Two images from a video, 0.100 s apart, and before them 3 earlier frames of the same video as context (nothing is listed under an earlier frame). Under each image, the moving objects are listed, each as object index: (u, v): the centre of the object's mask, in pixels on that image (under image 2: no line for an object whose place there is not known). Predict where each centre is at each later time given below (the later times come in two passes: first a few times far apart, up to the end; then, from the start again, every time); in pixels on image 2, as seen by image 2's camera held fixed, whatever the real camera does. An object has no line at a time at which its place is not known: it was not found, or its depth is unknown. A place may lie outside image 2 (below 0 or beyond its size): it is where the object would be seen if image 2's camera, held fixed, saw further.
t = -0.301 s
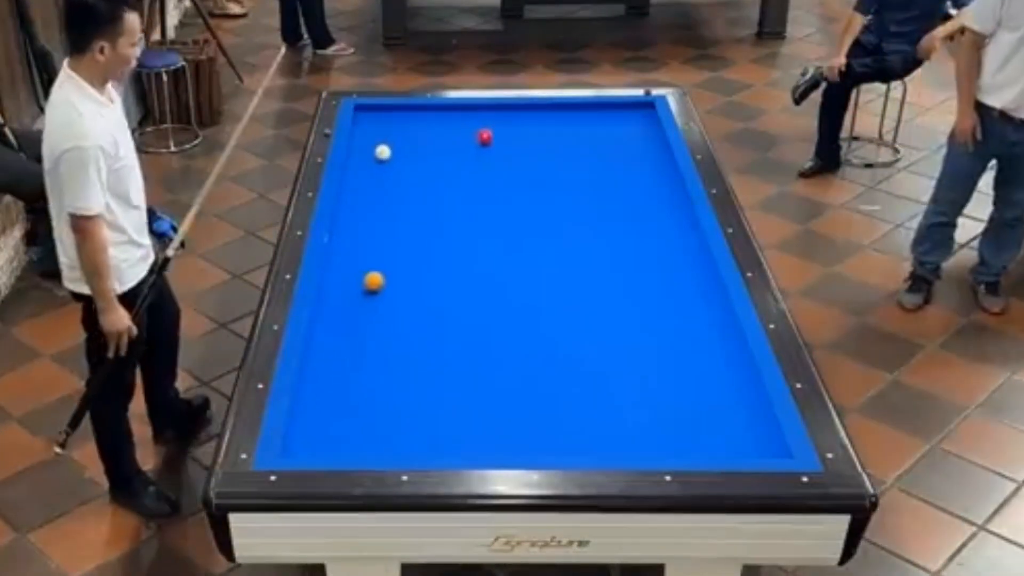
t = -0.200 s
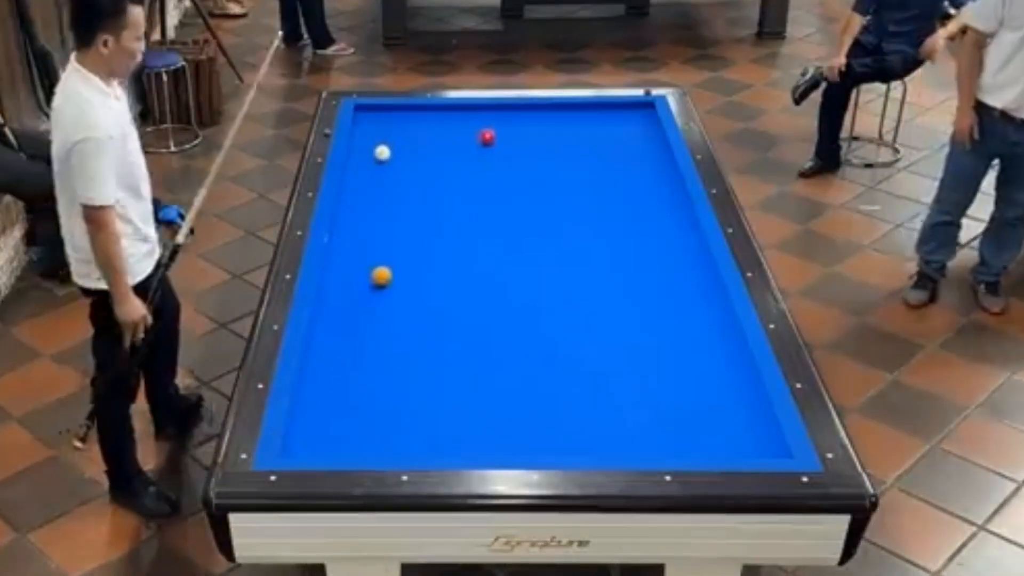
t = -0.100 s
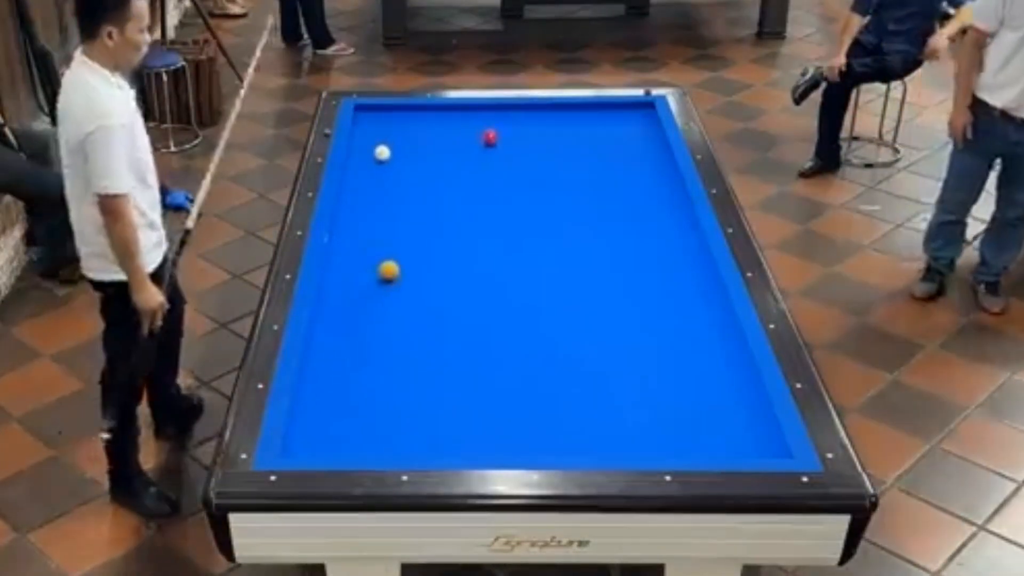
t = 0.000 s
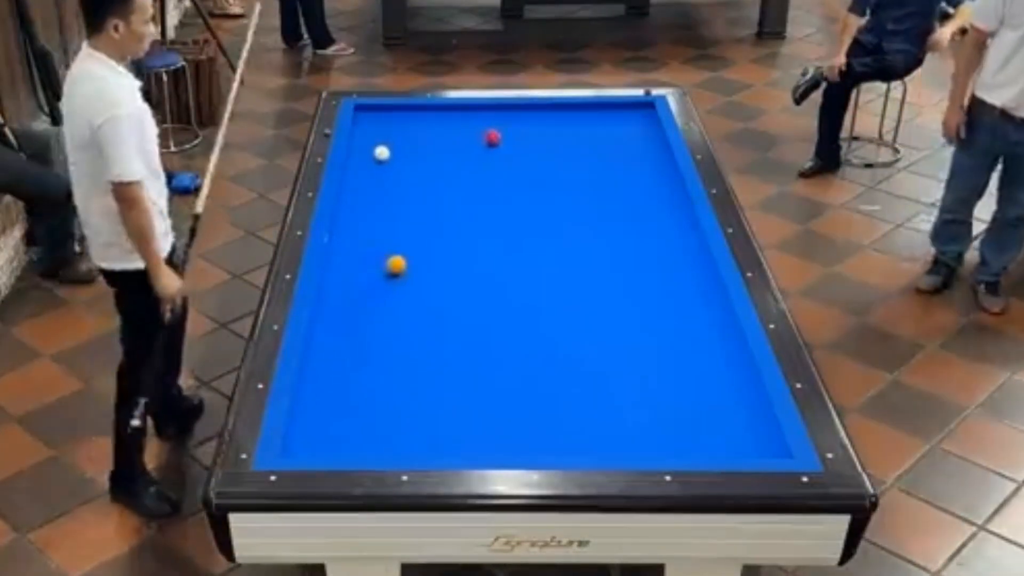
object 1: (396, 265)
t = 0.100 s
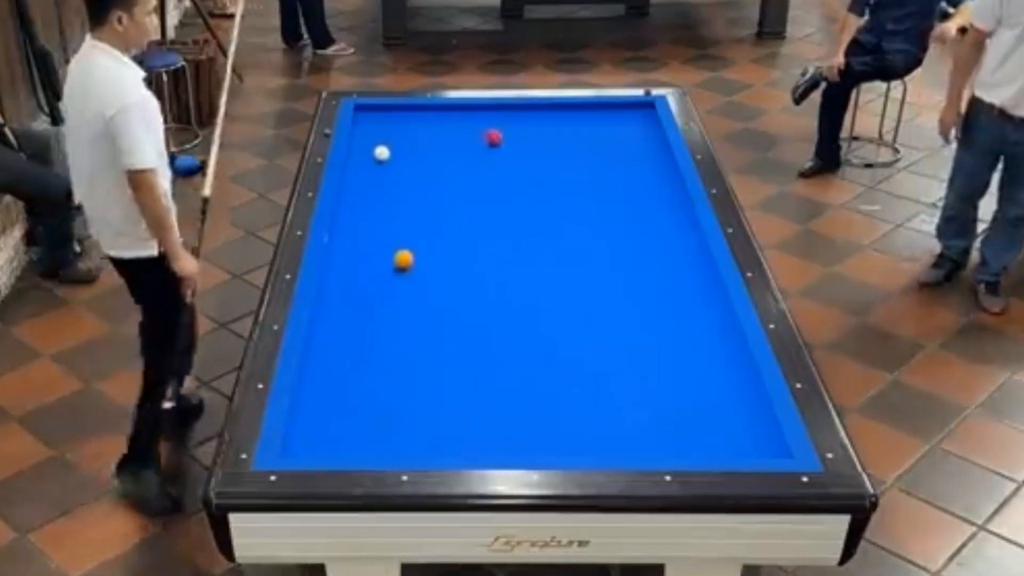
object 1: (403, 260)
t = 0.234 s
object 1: (412, 252)
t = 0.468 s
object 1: (427, 241)
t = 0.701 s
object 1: (442, 230)
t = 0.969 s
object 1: (457, 219)
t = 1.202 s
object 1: (469, 210)
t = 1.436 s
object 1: (481, 200)
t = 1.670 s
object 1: (492, 192)
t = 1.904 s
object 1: (502, 184)
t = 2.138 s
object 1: (512, 176)
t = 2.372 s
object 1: (521, 169)
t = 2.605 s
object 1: (530, 163)
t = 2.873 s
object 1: (539, 156)
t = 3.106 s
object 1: (546, 150)
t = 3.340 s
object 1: (553, 145)
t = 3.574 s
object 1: (559, 139)
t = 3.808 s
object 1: (566, 134)
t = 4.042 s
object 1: (572, 130)
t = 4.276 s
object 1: (577, 125)
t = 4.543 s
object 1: (583, 121)
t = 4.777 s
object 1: (588, 117)
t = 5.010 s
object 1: (592, 114)
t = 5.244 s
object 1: (596, 110)
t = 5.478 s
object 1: (599, 107)
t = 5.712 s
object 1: (603, 106)
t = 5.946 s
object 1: (606, 107)
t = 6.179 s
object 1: (608, 108)
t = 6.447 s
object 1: (611, 109)
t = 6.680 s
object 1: (612, 110)
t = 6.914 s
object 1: (613, 110)
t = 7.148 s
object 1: (614, 110)
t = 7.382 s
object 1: (615, 111)
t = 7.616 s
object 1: (615, 111)
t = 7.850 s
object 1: (615, 111)
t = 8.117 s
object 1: (615, 111)
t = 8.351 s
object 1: (615, 111)
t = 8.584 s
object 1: (615, 111)
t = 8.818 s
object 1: (615, 111)
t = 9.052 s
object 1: (615, 111)
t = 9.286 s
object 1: (615, 111)
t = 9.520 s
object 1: (615, 111)
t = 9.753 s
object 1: (615, 111)
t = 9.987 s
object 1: (615, 111)
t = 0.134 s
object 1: (405, 258)
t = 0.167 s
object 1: (408, 256)
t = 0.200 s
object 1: (410, 254)
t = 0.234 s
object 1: (412, 252)
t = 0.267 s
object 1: (414, 251)
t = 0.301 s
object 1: (416, 249)
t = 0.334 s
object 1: (418, 248)
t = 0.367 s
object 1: (420, 246)
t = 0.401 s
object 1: (423, 244)
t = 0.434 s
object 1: (425, 243)
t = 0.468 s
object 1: (427, 241)
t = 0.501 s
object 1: (429, 240)
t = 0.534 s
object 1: (431, 238)
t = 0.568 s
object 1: (434, 236)
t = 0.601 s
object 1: (435, 235)
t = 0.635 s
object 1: (438, 233)
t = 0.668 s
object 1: (440, 232)
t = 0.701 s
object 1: (442, 230)
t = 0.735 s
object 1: (444, 229)
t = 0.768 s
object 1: (445, 227)
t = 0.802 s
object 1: (447, 226)
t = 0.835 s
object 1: (449, 224)
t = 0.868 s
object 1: (452, 223)
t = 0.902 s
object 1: (453, 221)
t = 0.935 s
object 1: (455, 220)
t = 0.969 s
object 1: (457, 219)
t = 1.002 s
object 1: (459, 217)
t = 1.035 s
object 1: (461, 216)
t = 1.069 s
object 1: (462, 215)
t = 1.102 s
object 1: (464, 213)
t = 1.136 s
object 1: (466, 212)
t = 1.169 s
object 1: (468, 211)
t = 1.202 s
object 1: (469, 210)
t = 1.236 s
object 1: (471, 208)
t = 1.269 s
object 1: (473, 207)
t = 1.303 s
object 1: (474, 206)
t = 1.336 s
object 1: (476, 204)
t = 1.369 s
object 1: (478, 203)
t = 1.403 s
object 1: (479, 202)
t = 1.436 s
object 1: (481, 200)
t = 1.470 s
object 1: (483, 199)
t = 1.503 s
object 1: (484, 198)
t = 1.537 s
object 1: (486, 197)
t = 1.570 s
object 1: (487, 196)
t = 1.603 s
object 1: (489, 195)
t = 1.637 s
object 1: (491, 193)
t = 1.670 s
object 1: (492, 192)
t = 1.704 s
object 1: (494, 191)
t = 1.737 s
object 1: (495, 190)
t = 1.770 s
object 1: (497, 189)
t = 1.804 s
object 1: (498, 187)
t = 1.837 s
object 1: (500, 186)
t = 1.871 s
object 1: (501, 185)
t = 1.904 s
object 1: (502, 184)
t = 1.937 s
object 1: (504, 183)
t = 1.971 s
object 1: (505, 181)
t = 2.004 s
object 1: (507, 181)
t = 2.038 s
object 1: (508, 180)
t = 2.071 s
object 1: (509, 179)
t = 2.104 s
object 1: (511, 177)
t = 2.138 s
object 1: (512, 176)
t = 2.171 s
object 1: (513, 176)
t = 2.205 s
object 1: (515, 174)
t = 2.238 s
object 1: (516, 173)
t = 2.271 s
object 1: (517, 172)
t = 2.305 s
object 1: (519, 171)
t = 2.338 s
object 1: (519, 170)
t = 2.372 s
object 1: (521, 169)
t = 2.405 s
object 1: (522, 169)
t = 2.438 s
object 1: (523, 168)
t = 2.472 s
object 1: (525, 166)
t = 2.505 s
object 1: (526, 165)
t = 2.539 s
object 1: (527, 165)
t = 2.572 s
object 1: (528, 164)
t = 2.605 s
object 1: (530, 163)
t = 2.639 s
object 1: (530, 162)
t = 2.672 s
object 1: (532, 161)
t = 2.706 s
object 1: (533, 160)
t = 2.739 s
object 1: (534, 159)
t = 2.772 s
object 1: (535, 159)
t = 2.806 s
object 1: (537, 157)
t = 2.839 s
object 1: (538, 156)
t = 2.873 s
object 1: (539, 156)
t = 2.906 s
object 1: (540, 155)
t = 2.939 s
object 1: (541, 154)
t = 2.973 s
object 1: (542, 153)
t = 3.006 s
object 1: (543, 153)
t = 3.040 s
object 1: (544, 152)
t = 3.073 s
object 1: (545, 151)
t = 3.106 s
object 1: (546, 150)
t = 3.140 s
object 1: (547, 149)
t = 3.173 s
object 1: (548, 148)
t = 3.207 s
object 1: (549, 147)
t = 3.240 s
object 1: (550, 147)
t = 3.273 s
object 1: (551, 146)
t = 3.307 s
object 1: (552, 145)
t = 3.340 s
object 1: (553, 145)
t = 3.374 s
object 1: (554, 144)
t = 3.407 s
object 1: (555, 143)
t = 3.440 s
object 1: (556, 142)
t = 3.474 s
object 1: (557, 141)
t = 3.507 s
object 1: (558, 140)
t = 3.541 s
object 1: (558, 140)
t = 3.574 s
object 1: (559, 139)
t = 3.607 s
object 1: (560, 138)
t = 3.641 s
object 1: (562, 137)
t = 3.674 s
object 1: (562, 137)
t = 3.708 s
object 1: (563, 136)
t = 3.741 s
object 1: (563, 136)
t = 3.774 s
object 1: (565, 135)
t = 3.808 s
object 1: (566, 134)
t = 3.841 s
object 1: (566, 133)
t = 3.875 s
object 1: (567, 133)
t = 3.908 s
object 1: (568, 132)
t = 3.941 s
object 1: (569, 132)
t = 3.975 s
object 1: (570, 131)
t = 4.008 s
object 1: (571, 130)
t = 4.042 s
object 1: (572, 130)
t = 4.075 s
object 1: (572, 129)
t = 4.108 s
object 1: (573, 128)
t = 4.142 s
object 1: (574, 128)
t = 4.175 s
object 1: (575, 127)
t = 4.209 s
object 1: (575, 126)
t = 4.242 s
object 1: (576, 126)
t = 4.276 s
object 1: (577, 125)
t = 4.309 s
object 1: (578, 124)
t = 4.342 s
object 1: (579, 124)
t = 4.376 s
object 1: (579, 123)
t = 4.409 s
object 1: (580, 123)
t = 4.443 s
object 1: (581, 122)
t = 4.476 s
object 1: (581, 122)
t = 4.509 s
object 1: (582, 121)
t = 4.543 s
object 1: (583, 121)
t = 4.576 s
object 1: (583, 120)
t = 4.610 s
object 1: (584, 119)
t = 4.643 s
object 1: (585, 119)
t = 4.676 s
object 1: (586, 118)
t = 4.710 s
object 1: (586, 118)
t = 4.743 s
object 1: (587, 117)
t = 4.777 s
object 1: (588, 117)
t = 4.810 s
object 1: (588, 116)
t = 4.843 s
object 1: (589, 116)
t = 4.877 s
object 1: (589, 116)
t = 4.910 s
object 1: (590, 115)
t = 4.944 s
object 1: (590, 115)
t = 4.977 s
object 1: (591, 114)
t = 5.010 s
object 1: (592, 114)
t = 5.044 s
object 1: (593, 113)
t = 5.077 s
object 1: (593, 113)
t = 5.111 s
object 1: (594, 112)
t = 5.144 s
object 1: (594, 112)
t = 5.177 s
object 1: (595, 111)
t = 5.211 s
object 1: (596, 110)
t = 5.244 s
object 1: (596, 110)
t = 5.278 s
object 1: (597, 109)
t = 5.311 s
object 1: (597, 109)
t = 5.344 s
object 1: (598, 109)
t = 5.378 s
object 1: (598, 108)
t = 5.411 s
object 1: (599, 108)
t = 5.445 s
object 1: (599, 107)
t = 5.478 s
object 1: (599, 107)
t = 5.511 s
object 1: (600, 107)
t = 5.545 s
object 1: (600, 106)
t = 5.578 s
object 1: (601, 106)
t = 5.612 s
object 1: (601, 106)
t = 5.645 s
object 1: (602, 106)
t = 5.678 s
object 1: (603, 106)
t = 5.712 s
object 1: (603, 106)
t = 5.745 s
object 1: (603, 106)
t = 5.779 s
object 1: (603, 106)
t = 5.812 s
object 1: (604, 106)
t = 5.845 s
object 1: (604, 106)
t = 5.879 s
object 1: (605, 106)
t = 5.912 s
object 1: (605, 106)
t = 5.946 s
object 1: (606, 107)
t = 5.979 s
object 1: (606, 107)
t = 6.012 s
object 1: (607, 107)
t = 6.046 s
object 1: (607, 107)
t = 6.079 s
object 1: (607, 107)
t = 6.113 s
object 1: (608, 107)
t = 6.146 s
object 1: (608, 107)
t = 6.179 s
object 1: (608, 108)
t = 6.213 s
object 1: (609, 108)
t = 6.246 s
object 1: (609, 108)
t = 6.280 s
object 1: (609, 108)
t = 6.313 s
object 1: (609, 108)
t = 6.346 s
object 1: (610, 109)
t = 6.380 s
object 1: (610, 109)
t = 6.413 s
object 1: (610, 109)
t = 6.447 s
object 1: (611, 109)
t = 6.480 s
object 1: (611, 109)
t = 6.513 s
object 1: (611, 109)
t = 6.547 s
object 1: (611, 110)
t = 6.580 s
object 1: (612, 110)
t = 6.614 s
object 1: (612, 110)
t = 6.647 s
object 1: (612, 110)
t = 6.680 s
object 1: (612, 110)
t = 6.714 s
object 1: (613, 110)
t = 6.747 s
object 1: (613, 110)
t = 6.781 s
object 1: (613, 110)
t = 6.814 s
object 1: (613, 110)
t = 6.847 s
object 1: (613, 110)
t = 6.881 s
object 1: (613, 110)
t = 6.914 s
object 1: (613, 110)
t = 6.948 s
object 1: (613, 110)
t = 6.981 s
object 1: (614, 110)
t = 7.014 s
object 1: (614, 110)
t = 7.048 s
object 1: (614, 110)
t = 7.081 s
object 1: (614, 110)
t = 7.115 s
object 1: (614, 110)
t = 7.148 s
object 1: (614, 110)
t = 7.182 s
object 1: (614, 111)
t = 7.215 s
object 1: (615, 111)
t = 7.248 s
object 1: (615, 111)
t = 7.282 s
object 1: (615, 111)
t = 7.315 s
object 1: (615, 111)
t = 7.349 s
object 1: (615, 111)
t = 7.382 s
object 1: (615, 111)
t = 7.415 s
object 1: (615, 111)
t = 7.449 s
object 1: (615, 111)
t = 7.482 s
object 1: (615, 111)
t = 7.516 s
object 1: (615, 111)
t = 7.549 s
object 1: (615, 111)
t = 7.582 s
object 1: (615, 111)
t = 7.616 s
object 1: (615, 111)
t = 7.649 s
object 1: (615, 111)
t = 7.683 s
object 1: (615, 111)
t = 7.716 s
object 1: (615, 111)
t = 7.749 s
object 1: (615, 111)
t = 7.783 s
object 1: (615, 111)
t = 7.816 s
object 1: (615, 111)
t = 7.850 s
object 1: (615, 111)
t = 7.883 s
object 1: (615, 111)
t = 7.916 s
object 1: (615, 111)
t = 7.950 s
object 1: (615, 111)
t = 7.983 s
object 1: (615, 111)
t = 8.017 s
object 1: (615, 111)
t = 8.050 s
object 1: (615, 111)
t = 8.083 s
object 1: (615, 111)
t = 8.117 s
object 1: (615, 111)
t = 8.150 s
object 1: (615, 111)
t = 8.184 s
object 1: (615, 111)
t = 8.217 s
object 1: (615, 111)
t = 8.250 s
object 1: (615, 111)
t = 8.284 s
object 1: (615, 111)
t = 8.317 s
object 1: (615, 111)
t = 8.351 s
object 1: (615, 111)
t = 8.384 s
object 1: (615, 111)
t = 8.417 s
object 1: (615, 111)
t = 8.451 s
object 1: (615, 111)
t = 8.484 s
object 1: (615, 111)
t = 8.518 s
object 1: (615, 111)
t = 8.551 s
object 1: (615, 111)
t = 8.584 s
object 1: (615, 111)
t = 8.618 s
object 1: (615, 111)
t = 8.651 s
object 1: (615, 111)
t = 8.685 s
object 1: (615, 111)
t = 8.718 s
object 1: (615, 111)
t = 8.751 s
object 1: (615, 111)
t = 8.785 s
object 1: (615, 111)
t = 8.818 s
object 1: (615, 111)
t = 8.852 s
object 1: (615, 111)
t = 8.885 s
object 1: (615, 111)
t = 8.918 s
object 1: (615, 111)
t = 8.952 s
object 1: (615, 111)
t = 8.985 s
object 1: (615, 111)
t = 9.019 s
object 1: (615, 111)
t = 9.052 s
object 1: (615, 111)
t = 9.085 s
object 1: (615, 111)
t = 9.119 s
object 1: (615, 111)
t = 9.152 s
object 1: (615, 111)
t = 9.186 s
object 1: (615, 111)
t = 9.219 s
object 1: (615, 111)
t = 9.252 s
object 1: (615, 111)
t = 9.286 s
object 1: (615, 111)
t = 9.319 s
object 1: (615, 111)
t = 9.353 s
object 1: (615, 111)
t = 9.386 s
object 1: (615, 111)
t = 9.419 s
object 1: (615, 111)
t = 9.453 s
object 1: (615, 111)
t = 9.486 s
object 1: (615, 111)
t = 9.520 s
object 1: (615, 111)
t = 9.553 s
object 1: (615, 111)
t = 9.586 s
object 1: (615, 111)
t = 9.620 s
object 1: (615, 111)
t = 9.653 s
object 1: (615, 111)
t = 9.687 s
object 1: (615, 111)
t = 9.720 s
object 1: (615, 111)
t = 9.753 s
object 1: (615, 111)
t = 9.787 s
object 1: (615, 111)
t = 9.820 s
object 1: (615, 111)
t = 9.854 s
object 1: (615, 111)
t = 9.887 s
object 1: (615, 111)
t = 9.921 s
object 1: (615, 111)
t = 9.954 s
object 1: (615, 111)
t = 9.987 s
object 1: (615, 111)
